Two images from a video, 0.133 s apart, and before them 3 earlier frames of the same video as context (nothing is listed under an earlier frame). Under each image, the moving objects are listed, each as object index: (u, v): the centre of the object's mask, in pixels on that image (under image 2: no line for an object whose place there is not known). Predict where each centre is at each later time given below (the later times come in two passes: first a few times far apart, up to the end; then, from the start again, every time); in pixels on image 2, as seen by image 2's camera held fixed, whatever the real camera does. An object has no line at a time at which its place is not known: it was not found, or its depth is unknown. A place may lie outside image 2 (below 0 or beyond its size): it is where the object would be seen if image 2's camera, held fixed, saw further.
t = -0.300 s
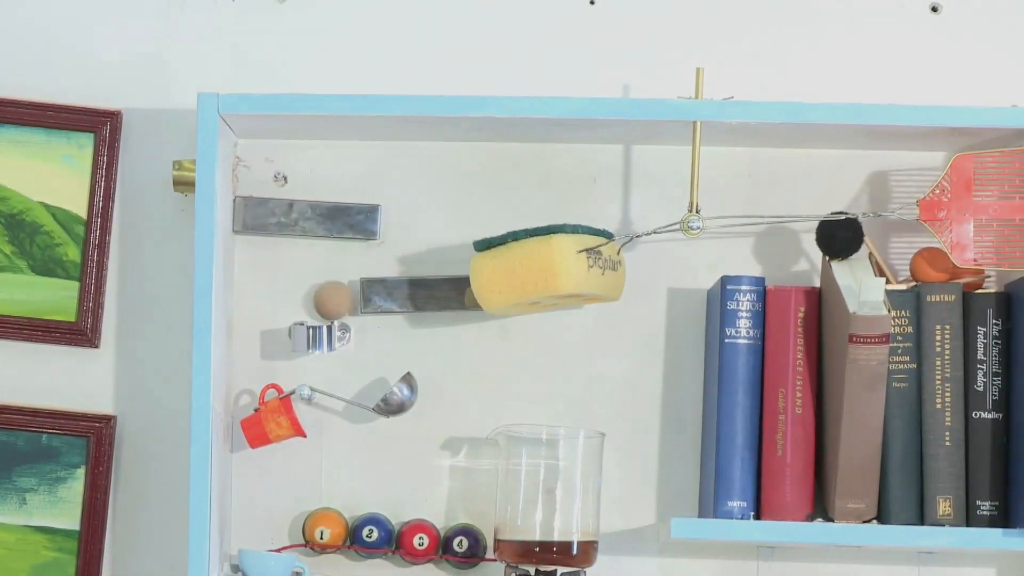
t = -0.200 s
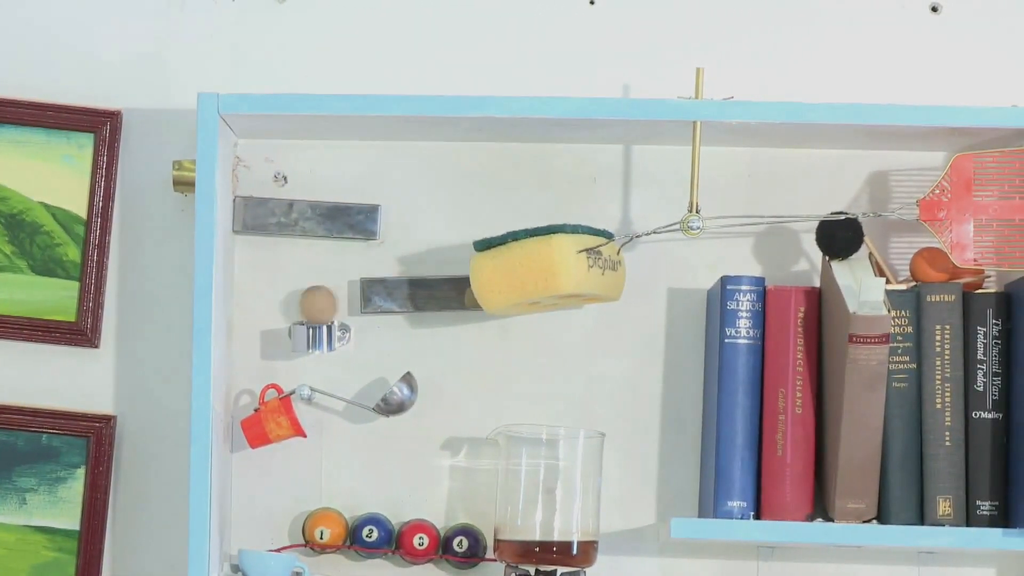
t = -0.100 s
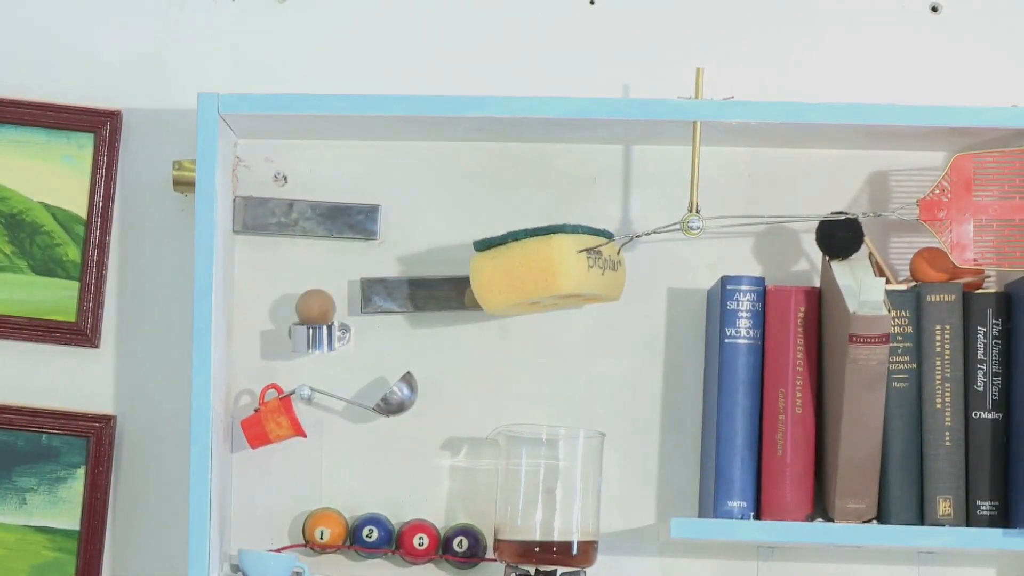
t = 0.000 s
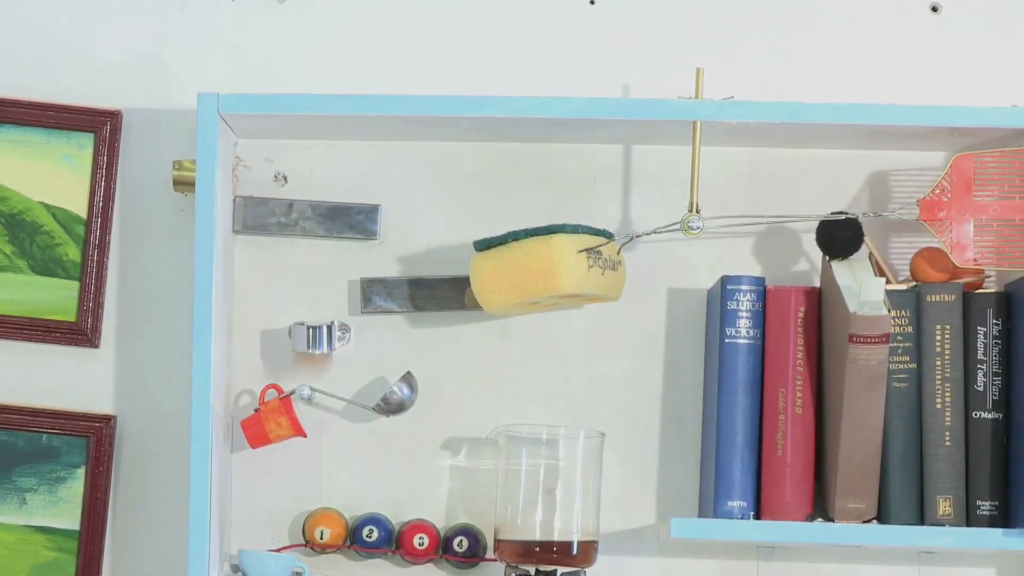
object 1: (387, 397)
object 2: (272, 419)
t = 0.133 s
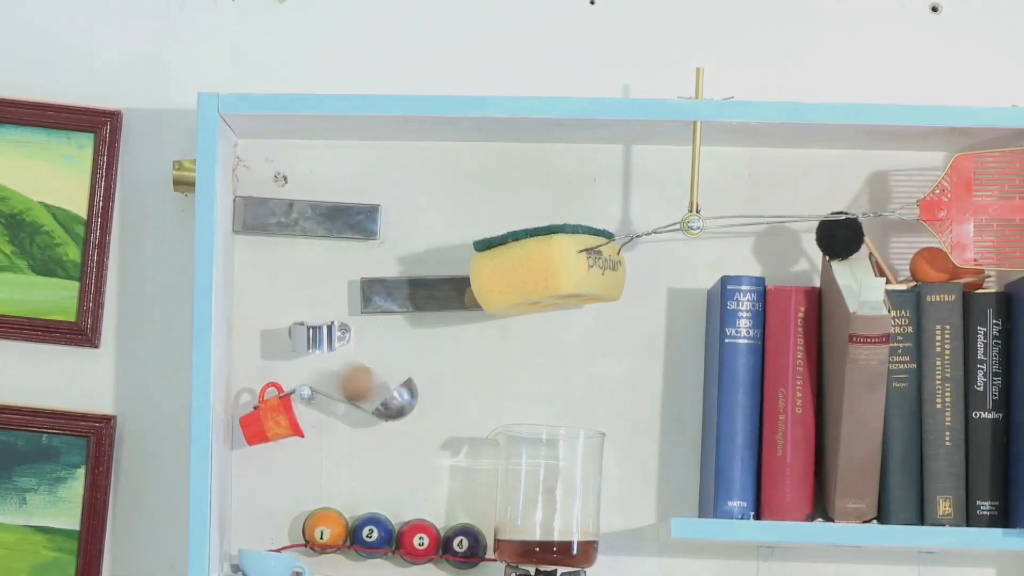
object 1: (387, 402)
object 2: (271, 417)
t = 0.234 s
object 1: (393, 424)
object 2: (265, 408)
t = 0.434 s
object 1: (327, 462)
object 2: (269, 372)
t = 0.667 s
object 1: (359, 449)
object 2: (263, 390)
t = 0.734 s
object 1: (369, 440)
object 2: (263, 397)
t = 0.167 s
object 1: (385, 406)
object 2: (270, 416)
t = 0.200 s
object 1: (383, 410)
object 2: (268, 413)
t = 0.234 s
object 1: (393, 424)
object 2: (265, 408)
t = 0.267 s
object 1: (386, 433)
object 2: (264, 404)
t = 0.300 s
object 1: (379, 444)
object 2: (263, 397)
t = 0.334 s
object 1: (371, 456)
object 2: (263, 390)
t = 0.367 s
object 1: (359, 467)
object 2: (264, 383)
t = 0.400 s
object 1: (338, 461)
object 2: (266, 377)
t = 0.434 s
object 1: (327, 462)
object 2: (269, 372)
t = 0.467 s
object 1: (321, 472)
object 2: (270, 370)
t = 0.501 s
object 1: (326, 464)
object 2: (269, 371)
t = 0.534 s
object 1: (331, 462)
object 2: (268, 374)
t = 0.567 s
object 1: (337, 460)
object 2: (266, 376)
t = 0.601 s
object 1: (343, 456)
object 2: (265, 380)
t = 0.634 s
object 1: (350, 451)
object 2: (264, 385)
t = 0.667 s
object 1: (359, 449)
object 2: (263, 390)
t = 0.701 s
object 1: (365, 445)
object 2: (263, 394)
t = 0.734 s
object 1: (369, 440)
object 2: (263, 397)
